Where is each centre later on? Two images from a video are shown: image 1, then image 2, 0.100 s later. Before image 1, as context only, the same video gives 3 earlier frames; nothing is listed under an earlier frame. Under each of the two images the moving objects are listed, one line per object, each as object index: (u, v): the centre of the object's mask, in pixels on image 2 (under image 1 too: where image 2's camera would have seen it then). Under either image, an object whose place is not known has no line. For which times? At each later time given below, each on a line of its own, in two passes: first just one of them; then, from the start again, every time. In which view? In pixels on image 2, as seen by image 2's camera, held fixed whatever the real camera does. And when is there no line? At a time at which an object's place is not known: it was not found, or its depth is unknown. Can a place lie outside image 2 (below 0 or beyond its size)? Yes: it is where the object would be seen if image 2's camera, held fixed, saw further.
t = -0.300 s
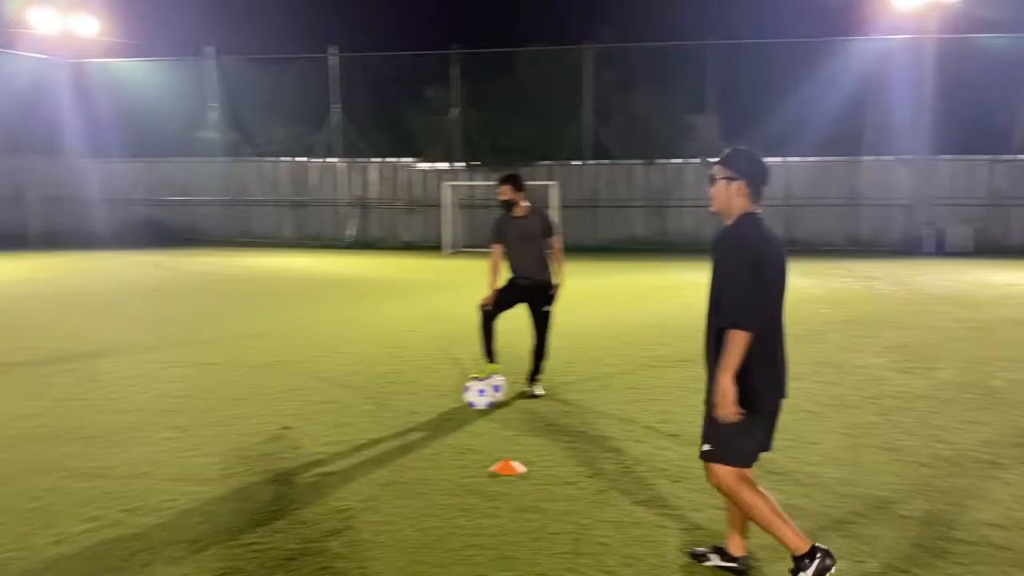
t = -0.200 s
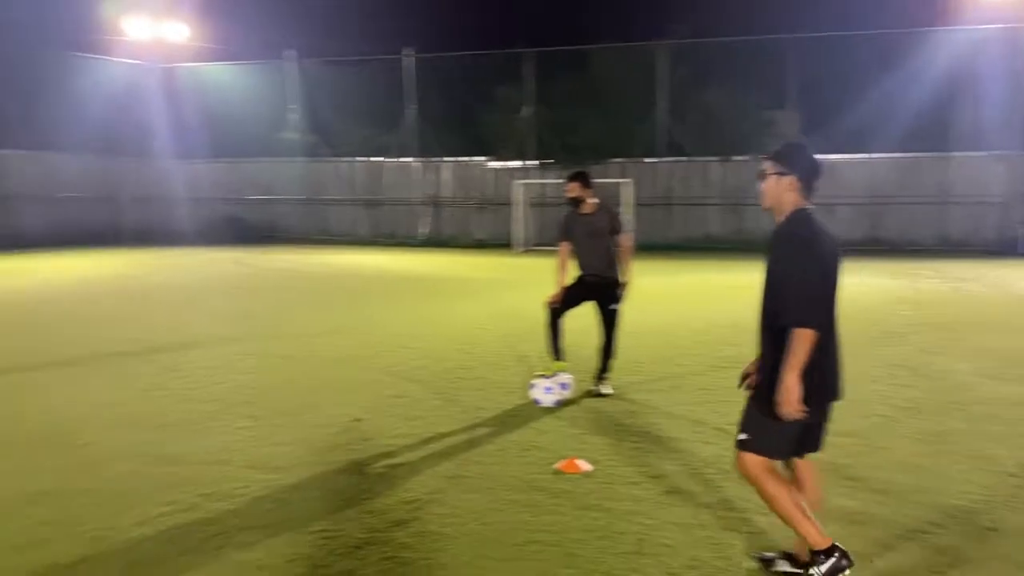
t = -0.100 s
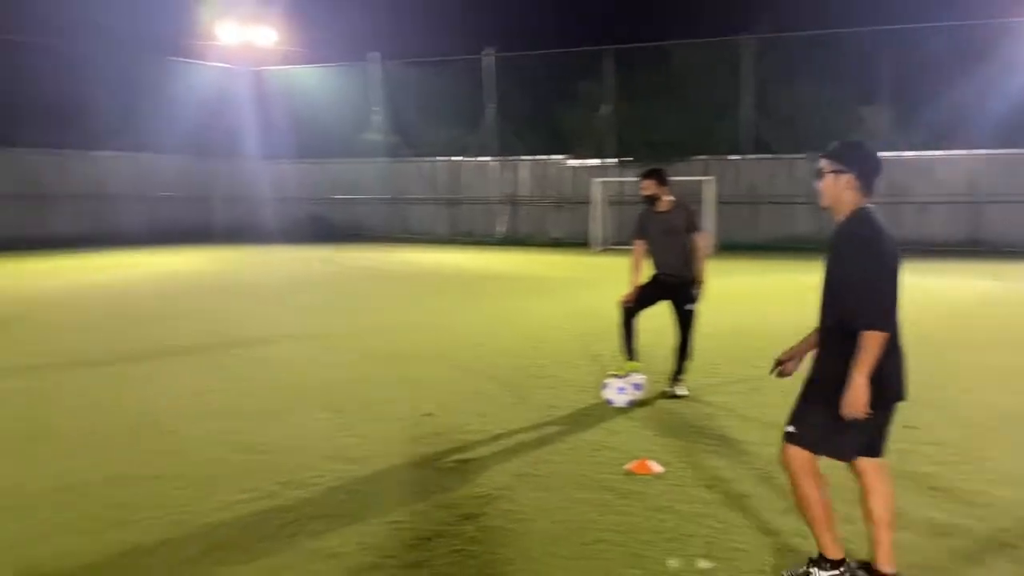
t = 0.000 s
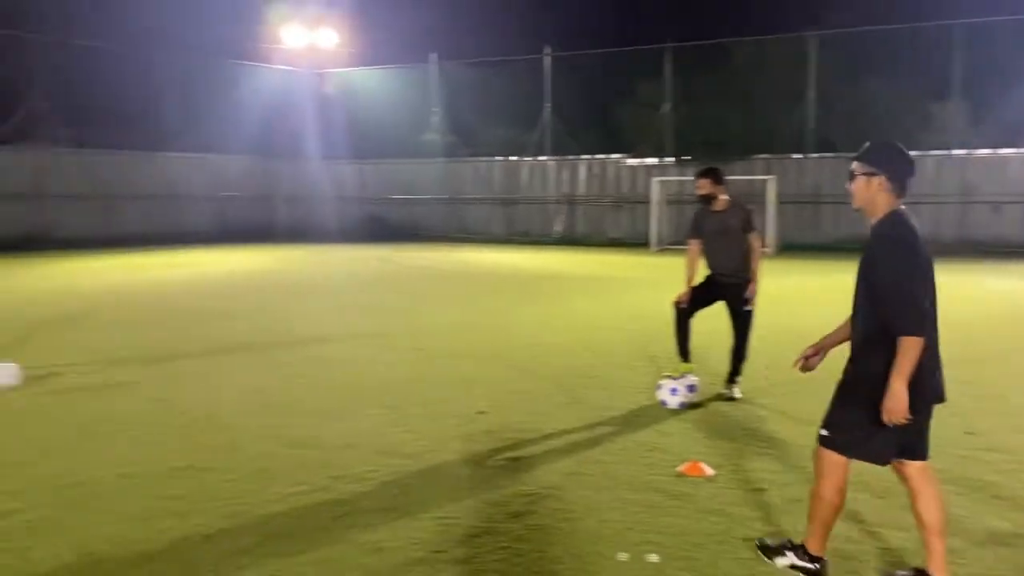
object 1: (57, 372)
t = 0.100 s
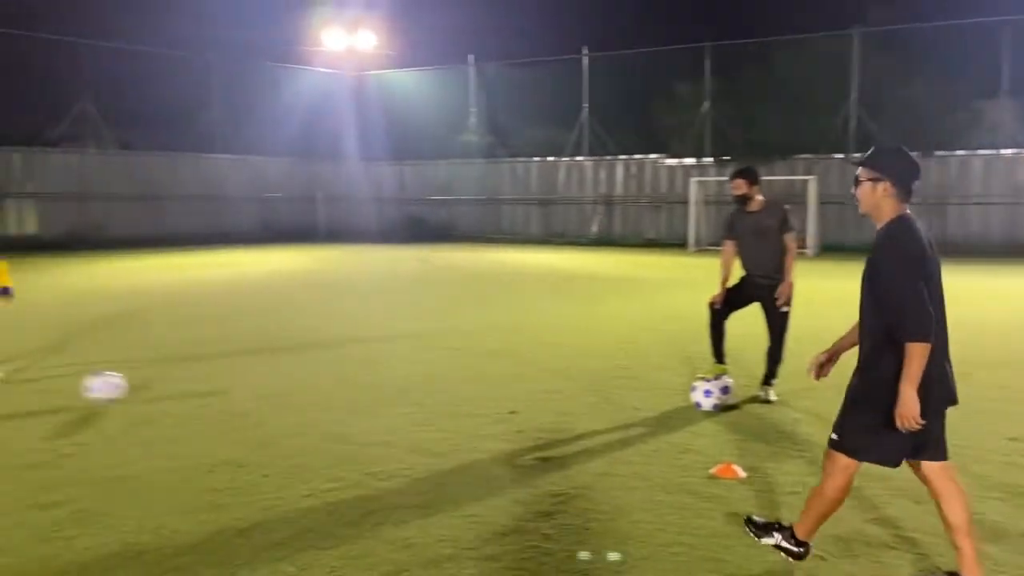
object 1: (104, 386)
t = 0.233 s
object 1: (186, 395)
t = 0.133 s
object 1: (126, 393)
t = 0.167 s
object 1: (145, 393)
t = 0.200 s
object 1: (166, 393)
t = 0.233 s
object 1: (186, 395)
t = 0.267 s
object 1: (208, 400)
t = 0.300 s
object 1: (231, 406)
